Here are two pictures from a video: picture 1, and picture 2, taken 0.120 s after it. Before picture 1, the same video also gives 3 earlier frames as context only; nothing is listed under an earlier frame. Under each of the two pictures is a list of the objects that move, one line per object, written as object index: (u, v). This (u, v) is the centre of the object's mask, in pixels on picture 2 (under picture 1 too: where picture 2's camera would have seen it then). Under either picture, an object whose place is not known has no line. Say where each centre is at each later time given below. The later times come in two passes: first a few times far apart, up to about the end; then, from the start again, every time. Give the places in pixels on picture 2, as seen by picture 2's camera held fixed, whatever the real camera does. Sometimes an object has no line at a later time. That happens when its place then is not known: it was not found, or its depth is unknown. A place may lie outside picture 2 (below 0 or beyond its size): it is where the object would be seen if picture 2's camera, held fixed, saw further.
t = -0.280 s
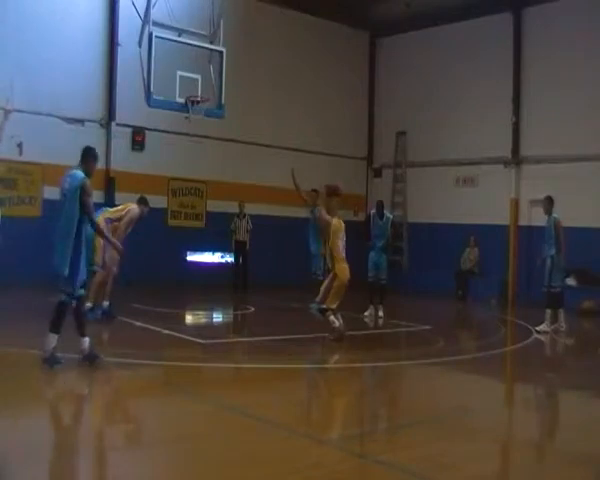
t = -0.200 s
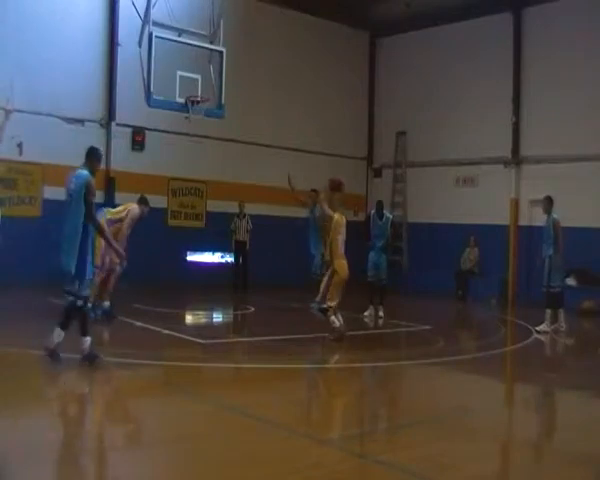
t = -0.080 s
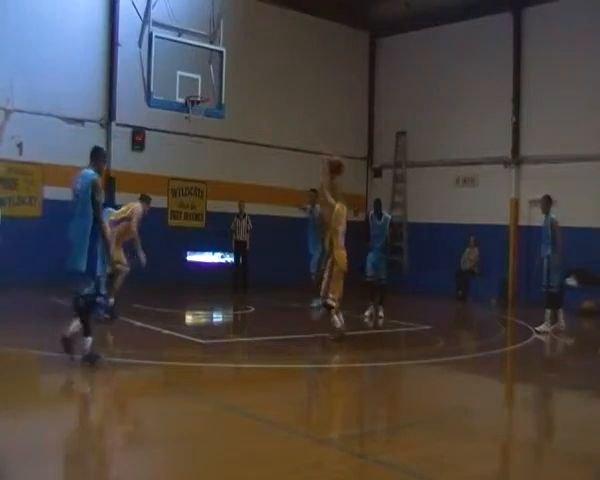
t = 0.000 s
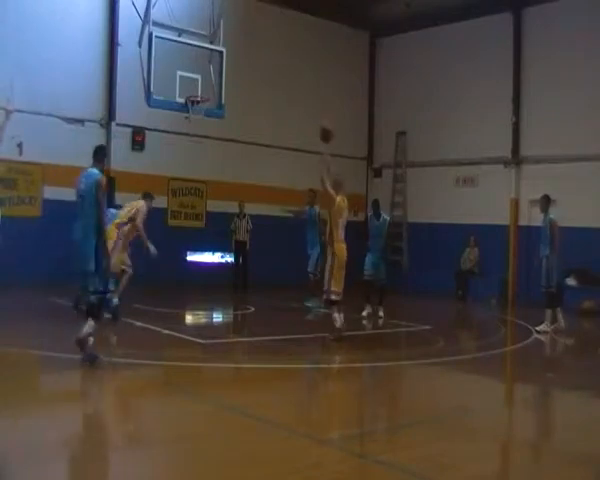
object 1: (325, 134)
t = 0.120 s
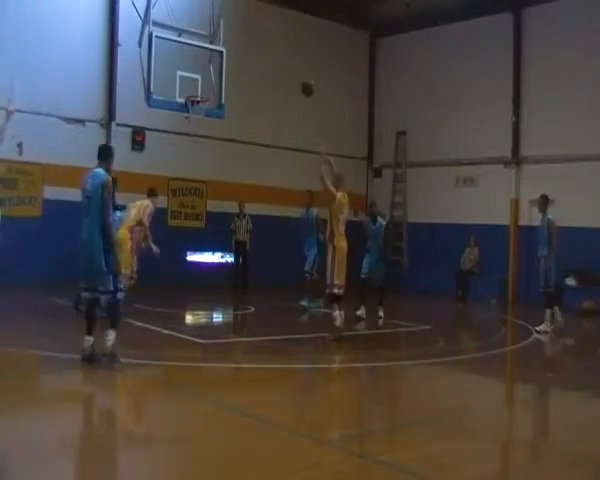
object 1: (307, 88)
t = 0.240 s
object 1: (290, 57)
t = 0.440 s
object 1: (263, 35)
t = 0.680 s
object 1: (234, 44)
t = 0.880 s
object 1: (209, 82)
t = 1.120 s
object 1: (206, 66)
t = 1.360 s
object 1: (206, 72)
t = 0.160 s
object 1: (300, 77)
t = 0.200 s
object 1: (296, 67)
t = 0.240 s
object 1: (290, 57)
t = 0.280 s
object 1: (284, 49)
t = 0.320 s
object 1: (279, 43)
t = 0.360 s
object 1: (273, 39)
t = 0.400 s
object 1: (268, 36)
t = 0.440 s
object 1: (263, 35)
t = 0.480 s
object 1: (258, 32)
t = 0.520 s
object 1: (254, 31)
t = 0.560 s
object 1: (247, 35)
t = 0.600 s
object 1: (242, 36)
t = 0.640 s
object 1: (238, 40)
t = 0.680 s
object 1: (234, 44)
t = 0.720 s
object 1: (228, 50)
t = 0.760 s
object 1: (226, 56)
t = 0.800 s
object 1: (218, 65)
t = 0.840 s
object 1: (214, 73)
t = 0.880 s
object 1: (209, 82)
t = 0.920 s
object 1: (206, 90)
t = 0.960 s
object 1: (206, 85)
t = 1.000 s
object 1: (206, 78)
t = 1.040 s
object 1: (206, 72)
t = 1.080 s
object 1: (206, 69)
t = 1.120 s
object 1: (206, 66)
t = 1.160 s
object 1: (206, 64)
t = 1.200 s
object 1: (206, 64)
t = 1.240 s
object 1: (206, 64)
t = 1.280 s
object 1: (206, 66)
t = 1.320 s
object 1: (206, 68)
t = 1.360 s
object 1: (206, 72)
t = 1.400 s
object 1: (206, 76)
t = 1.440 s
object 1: (206, 82)
